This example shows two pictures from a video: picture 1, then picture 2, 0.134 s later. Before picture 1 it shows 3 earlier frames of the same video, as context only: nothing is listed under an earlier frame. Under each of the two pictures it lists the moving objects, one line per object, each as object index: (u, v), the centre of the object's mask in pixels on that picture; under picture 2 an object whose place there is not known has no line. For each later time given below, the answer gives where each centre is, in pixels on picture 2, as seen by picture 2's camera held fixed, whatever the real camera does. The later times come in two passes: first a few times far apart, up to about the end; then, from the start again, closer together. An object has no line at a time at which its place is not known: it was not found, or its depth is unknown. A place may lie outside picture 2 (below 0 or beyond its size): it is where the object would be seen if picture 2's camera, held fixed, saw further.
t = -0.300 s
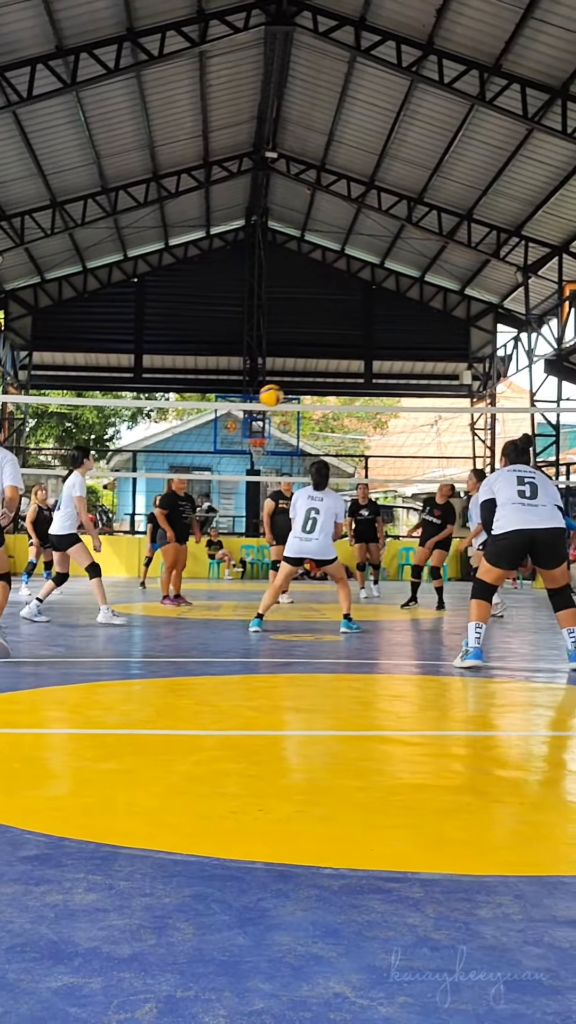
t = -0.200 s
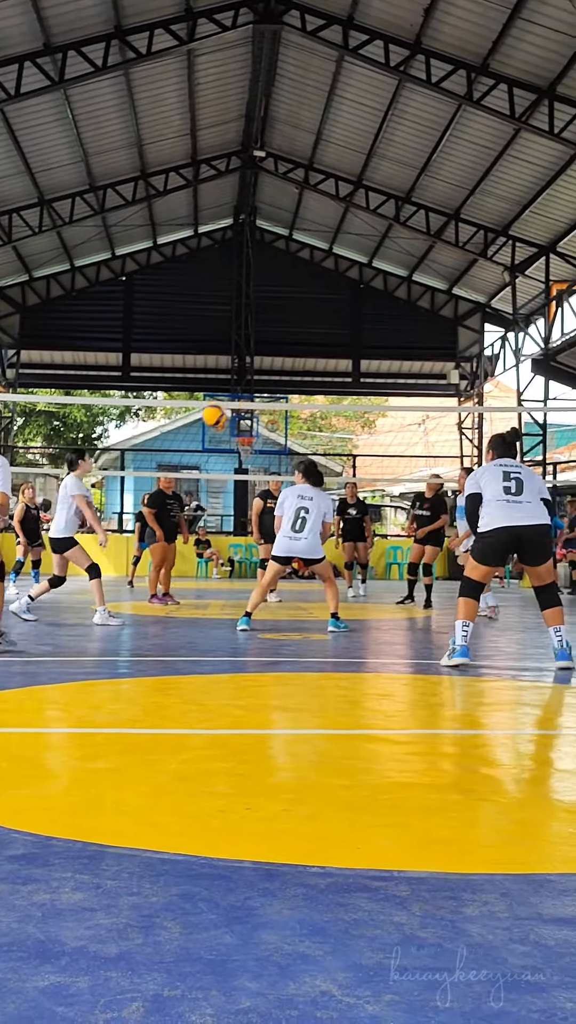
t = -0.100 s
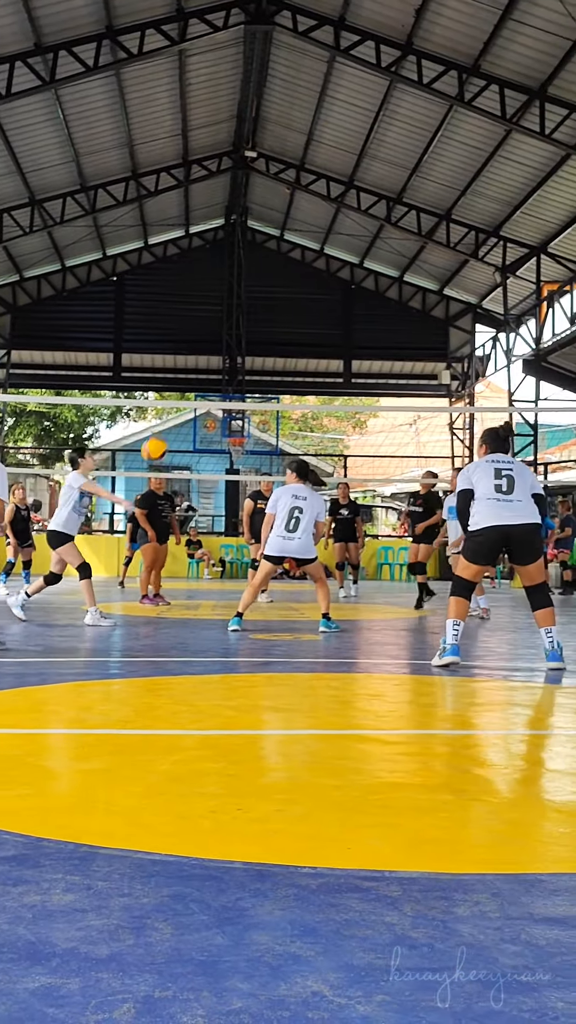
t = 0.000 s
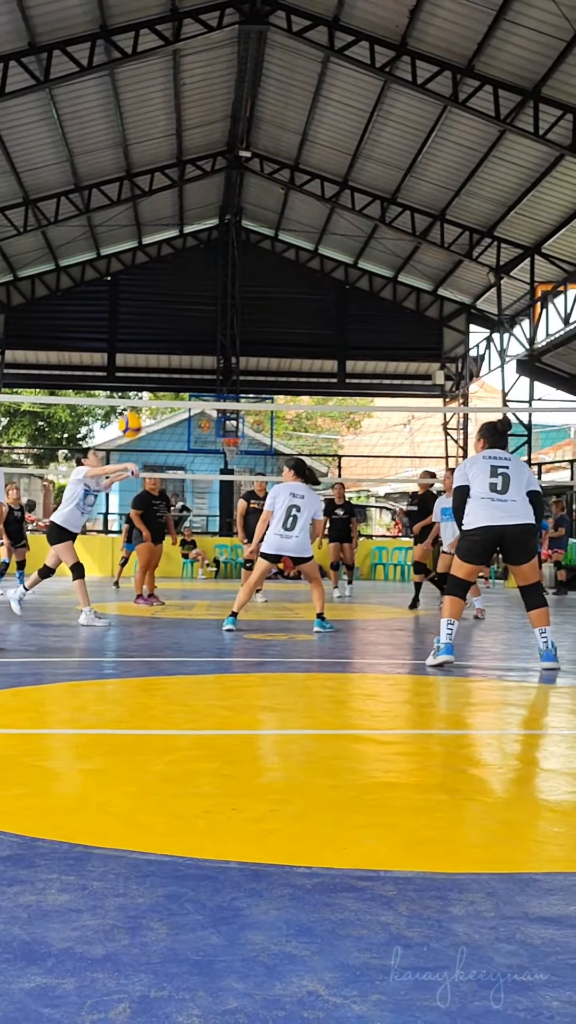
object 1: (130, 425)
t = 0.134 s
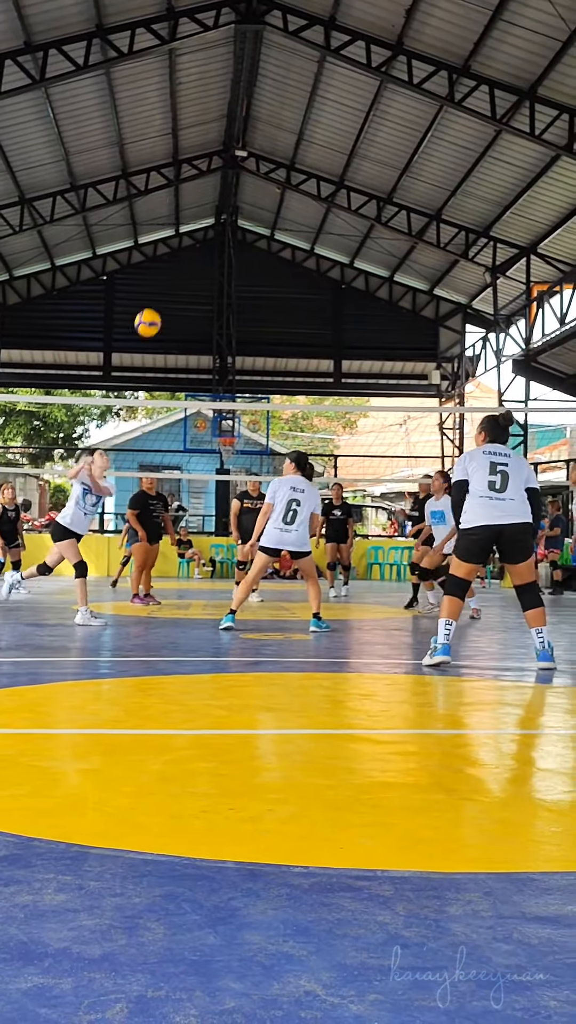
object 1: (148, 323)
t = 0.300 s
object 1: (171, 229)
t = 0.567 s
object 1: (204, 150)
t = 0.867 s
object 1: (236, 155)
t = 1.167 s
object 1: (266, 248)
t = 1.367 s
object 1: (284, 356)
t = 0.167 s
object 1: (153, 302)
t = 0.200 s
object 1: (158, 280)
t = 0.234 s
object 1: (162, 262)
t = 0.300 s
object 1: (171, 229)
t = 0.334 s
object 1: (176, 215)
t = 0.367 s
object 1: (180, 201)
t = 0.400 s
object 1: (184, 190)
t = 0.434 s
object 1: (189, 179)
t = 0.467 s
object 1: (193, 170)
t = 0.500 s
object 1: (197, 162)
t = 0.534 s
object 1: (201, 156)
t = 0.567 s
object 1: (204, 150)
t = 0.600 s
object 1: (208, 146)
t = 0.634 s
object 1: (212, 143)
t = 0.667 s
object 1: (216, 141)
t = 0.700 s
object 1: (219, 140)
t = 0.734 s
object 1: (223, 141)
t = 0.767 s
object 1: (227, 143)
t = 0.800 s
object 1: (229, 145)
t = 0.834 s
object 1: (233, 149)
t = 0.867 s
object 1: (236, 155)
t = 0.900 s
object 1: (240, 161)
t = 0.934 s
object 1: (243, 168)
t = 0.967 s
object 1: (246, 176)
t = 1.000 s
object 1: (250, 186)
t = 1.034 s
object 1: (253, 197)
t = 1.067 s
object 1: (256, 207)
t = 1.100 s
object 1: (259, 220)
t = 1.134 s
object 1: (262, 234)
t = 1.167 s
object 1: (266, 248)
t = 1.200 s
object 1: (269, 264)
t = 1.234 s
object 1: (272, 280)
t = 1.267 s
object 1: (275, 298)
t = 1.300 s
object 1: (278, 317)
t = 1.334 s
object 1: (281, 336)
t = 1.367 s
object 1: (284, 356)
